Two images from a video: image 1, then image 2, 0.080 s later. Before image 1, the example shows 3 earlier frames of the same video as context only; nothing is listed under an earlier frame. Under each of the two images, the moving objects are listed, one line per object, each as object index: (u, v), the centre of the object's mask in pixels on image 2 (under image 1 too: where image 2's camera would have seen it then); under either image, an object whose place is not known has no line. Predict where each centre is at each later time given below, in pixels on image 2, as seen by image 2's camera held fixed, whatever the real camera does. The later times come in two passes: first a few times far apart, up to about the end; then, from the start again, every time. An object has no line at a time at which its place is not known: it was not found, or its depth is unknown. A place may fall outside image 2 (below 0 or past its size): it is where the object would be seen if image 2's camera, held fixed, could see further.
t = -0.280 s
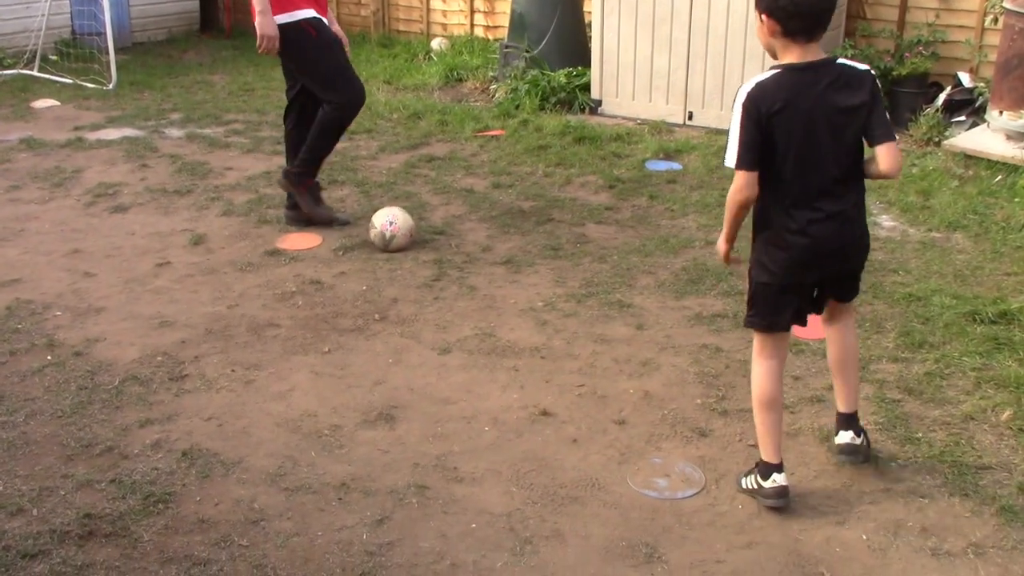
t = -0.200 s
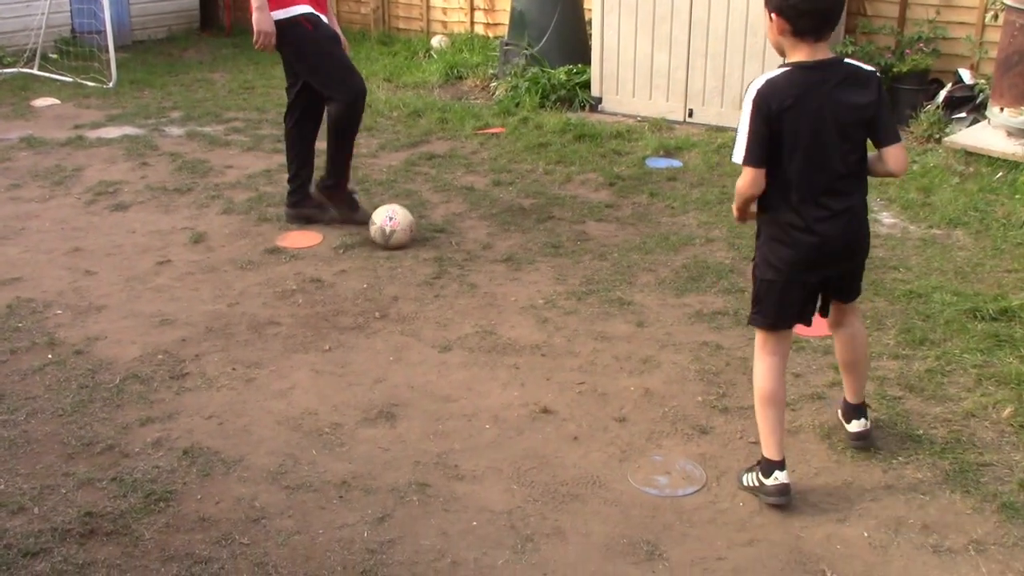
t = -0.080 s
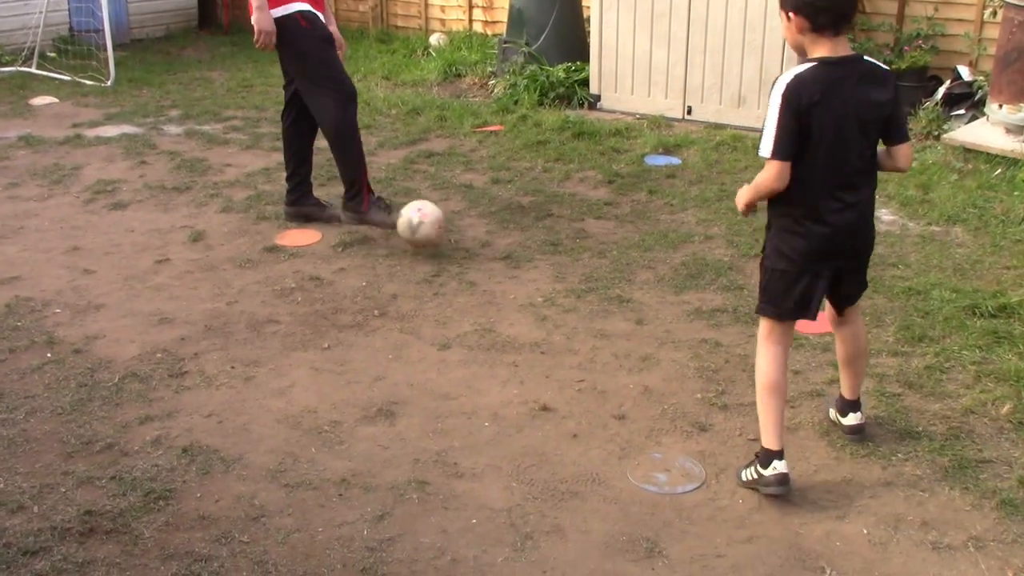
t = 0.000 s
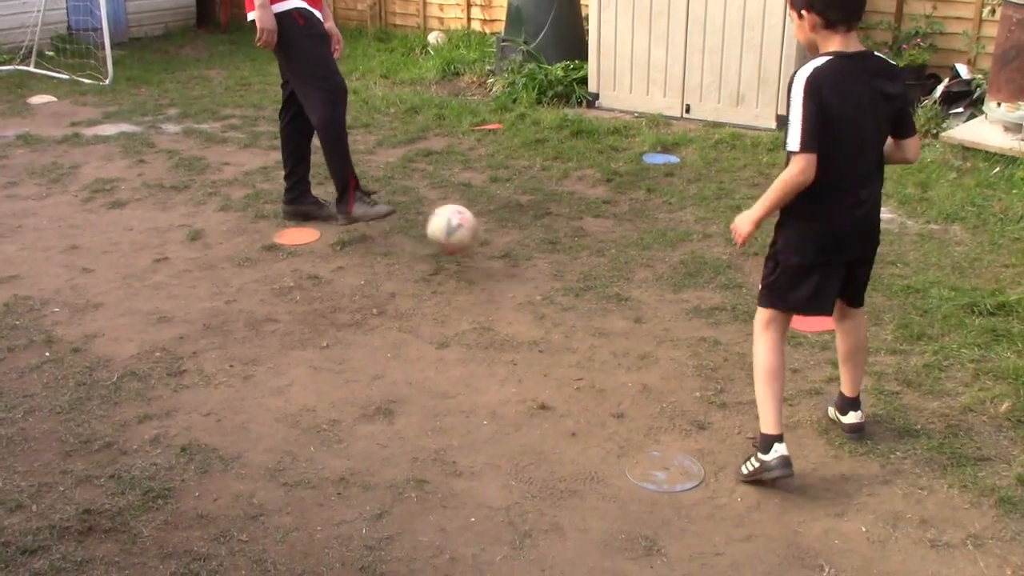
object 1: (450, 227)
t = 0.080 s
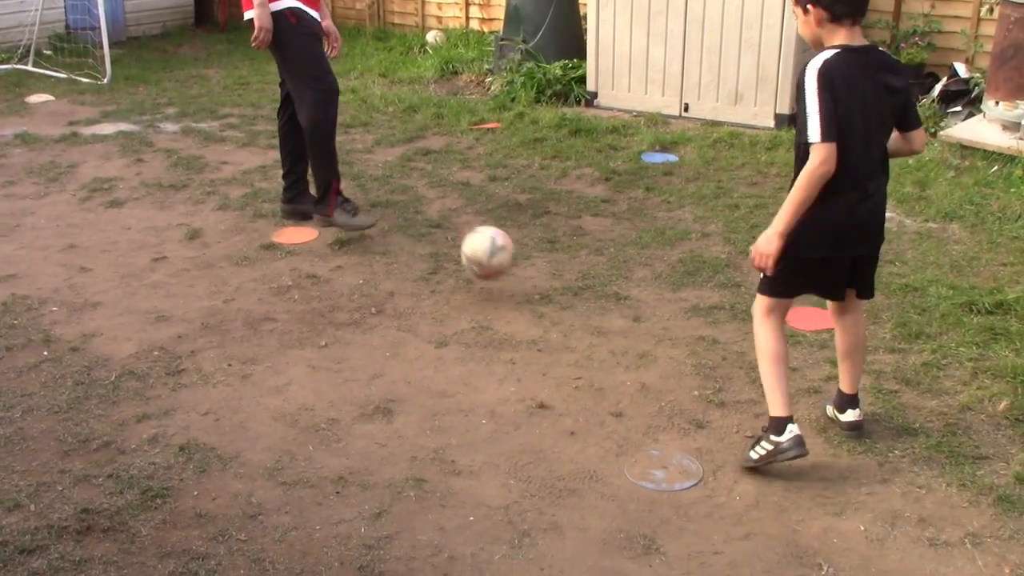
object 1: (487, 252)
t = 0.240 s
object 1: (561, 305)
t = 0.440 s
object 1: (647, 351)
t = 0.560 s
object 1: (697, 379)
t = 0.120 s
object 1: (507, 272)
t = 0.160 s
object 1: (528, 298)
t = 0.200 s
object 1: (545, 302)
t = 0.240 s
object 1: (561, 305)
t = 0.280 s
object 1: (578, 312)
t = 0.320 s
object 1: (595, 325)
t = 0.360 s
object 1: (615, 342)
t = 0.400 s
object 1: (632, 352)
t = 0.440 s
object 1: (647, 351)
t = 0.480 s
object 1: (664, 355)
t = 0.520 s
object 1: (680, 365)
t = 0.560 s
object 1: (697, 379)
